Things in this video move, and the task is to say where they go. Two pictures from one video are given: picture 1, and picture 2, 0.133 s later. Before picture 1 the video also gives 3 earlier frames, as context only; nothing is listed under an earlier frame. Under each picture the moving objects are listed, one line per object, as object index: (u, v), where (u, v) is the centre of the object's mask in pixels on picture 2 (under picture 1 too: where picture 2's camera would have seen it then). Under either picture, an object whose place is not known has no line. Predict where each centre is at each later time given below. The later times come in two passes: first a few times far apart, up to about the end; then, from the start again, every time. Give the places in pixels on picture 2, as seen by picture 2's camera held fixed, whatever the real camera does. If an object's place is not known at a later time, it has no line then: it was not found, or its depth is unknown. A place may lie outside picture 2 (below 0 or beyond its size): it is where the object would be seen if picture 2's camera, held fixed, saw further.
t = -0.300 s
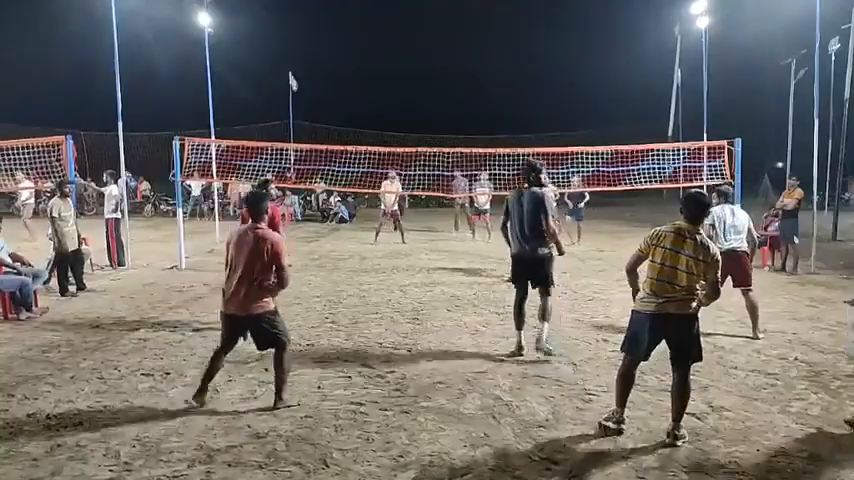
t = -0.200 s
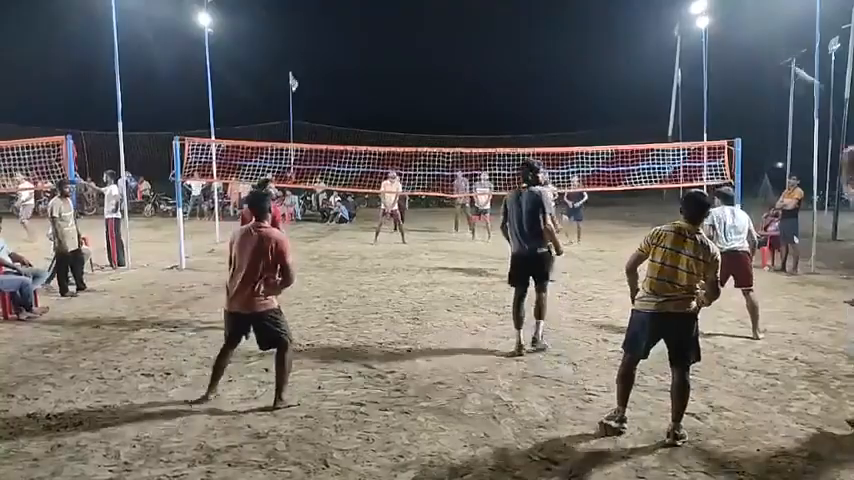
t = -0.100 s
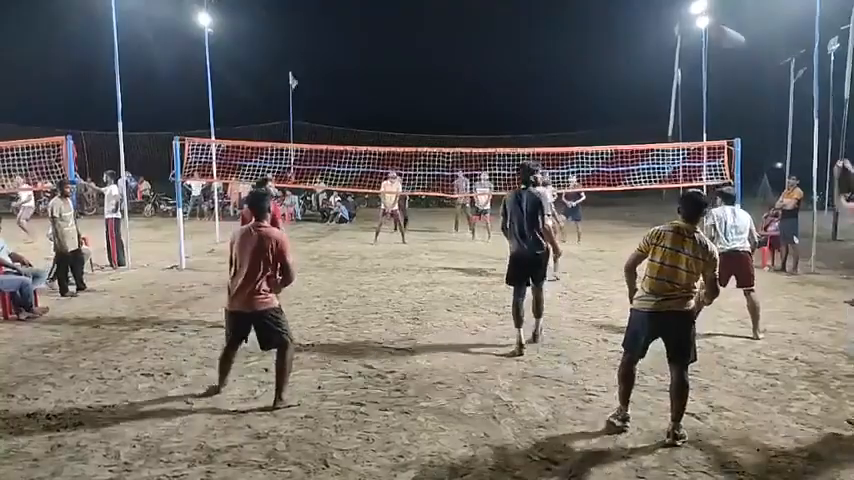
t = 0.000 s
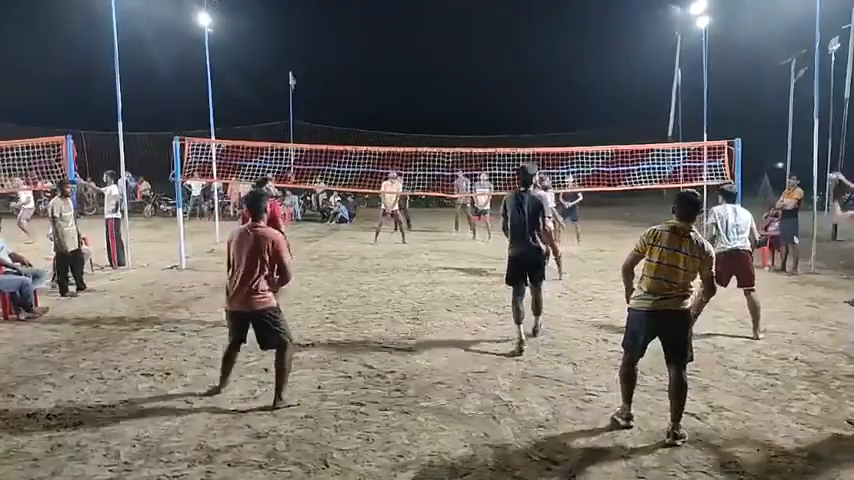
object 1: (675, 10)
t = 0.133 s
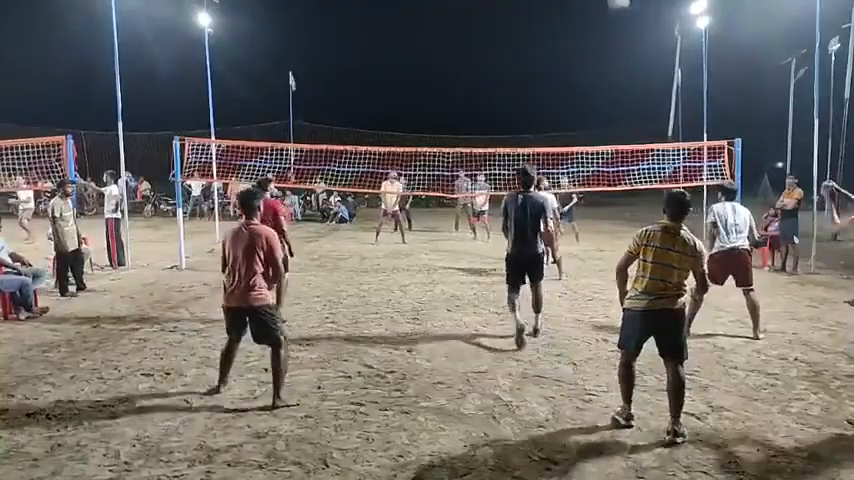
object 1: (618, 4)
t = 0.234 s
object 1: (585, 5)
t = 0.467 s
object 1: (530, 27)
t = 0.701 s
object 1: (492, 69)
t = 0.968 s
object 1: (462, 130)
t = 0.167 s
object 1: (607, 4)
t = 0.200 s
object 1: (596, 4)
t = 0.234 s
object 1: (585, 5)
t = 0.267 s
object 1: (576, 5)
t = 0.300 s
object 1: (567, 7)
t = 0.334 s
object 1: (559, 10)
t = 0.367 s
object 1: (552, 14)
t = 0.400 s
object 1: (544, 19)
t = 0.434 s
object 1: (537, 23)
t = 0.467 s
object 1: (530, 27)
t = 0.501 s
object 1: (524, 32)
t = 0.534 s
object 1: (518, 38)
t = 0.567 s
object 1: (512, 44)
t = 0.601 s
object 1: (507, 50)
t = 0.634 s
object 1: (502, 56)
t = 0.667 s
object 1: (497, 63)
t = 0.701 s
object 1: (492, 69)
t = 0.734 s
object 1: (488, 76)
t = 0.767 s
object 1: (483, 84)
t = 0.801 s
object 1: (480, 91)
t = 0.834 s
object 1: (476, 98)
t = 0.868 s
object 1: (472, 106)
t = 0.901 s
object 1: (469, 114)
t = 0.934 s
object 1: (465, 122)
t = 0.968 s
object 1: (462, 130)
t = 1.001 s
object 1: (459, 137)
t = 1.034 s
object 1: (457, 144)
